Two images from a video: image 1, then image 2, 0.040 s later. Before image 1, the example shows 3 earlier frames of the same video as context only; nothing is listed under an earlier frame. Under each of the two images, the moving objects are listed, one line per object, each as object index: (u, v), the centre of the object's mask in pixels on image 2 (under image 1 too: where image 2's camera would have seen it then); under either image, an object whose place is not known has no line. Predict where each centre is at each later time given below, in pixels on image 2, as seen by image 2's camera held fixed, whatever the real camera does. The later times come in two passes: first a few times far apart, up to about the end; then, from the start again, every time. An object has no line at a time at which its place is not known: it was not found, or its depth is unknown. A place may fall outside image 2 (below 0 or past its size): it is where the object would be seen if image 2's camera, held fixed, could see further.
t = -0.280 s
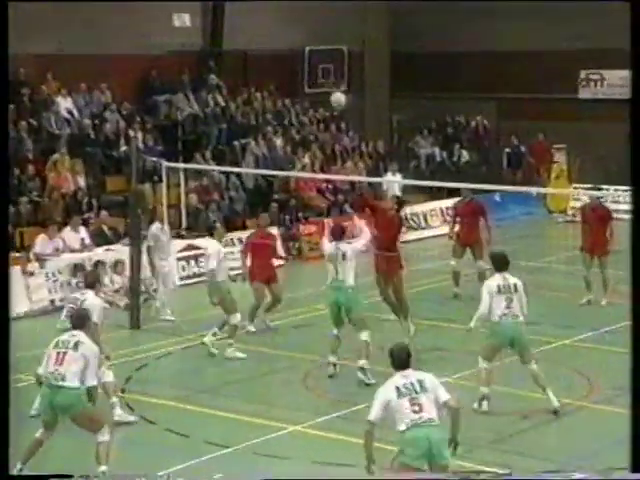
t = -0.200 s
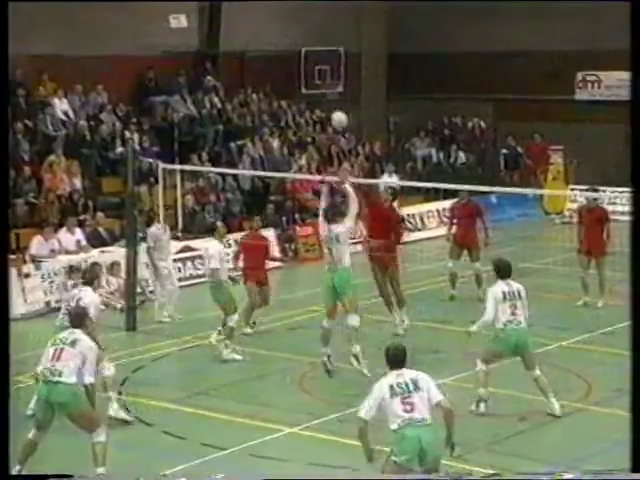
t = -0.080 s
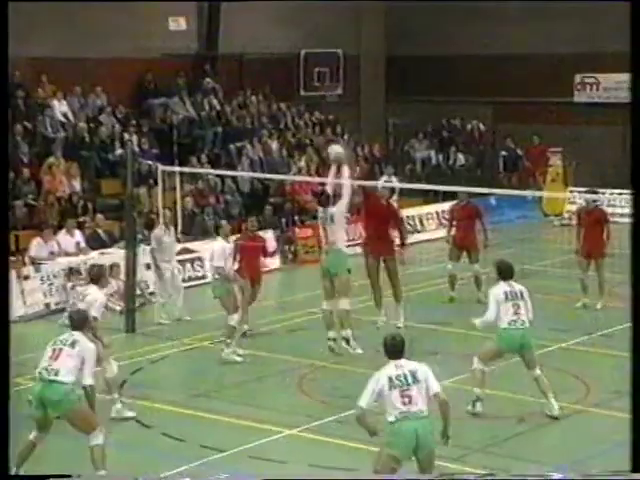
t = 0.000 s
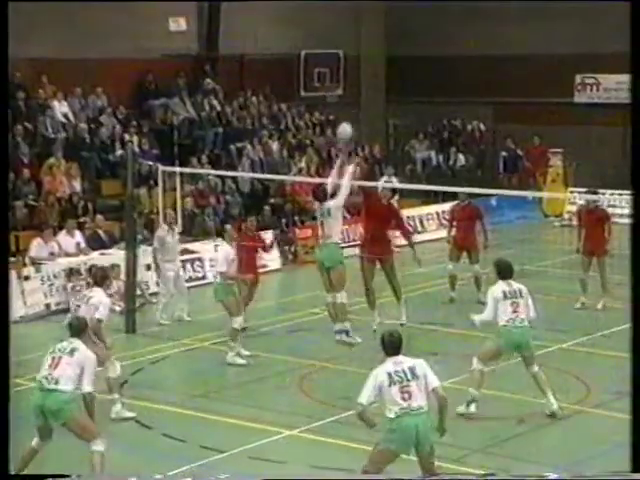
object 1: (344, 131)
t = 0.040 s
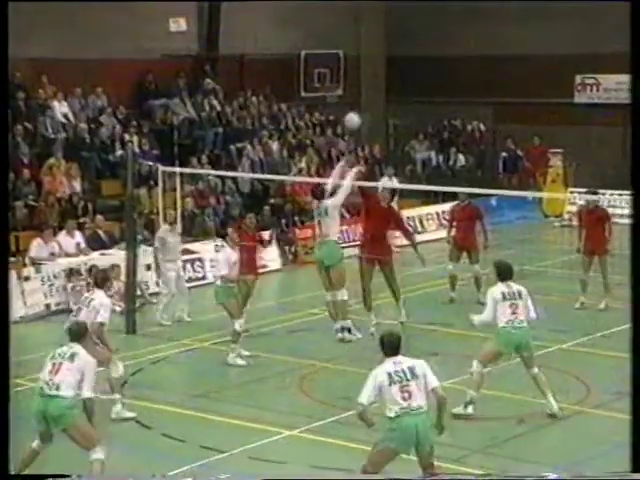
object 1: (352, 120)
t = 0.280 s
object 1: (399, 80)
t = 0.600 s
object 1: (457, 94)
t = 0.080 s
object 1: (360, 110)
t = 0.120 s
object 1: (368, 102)
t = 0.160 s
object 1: (376, 95)
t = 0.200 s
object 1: (384, 89)
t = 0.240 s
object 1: (392, 84)
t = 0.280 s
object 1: (399, 80)
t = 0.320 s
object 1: (407, 78)
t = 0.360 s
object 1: (414, 77)
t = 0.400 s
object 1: (422, 77)
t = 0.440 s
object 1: (429, 78)
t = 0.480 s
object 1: (437, 80)
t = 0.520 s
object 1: (444, 84)
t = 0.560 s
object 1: (451, 89)
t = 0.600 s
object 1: (457, 94)
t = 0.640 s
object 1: (464, 100)
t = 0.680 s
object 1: (471, 108)
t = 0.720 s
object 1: (478, 118)
